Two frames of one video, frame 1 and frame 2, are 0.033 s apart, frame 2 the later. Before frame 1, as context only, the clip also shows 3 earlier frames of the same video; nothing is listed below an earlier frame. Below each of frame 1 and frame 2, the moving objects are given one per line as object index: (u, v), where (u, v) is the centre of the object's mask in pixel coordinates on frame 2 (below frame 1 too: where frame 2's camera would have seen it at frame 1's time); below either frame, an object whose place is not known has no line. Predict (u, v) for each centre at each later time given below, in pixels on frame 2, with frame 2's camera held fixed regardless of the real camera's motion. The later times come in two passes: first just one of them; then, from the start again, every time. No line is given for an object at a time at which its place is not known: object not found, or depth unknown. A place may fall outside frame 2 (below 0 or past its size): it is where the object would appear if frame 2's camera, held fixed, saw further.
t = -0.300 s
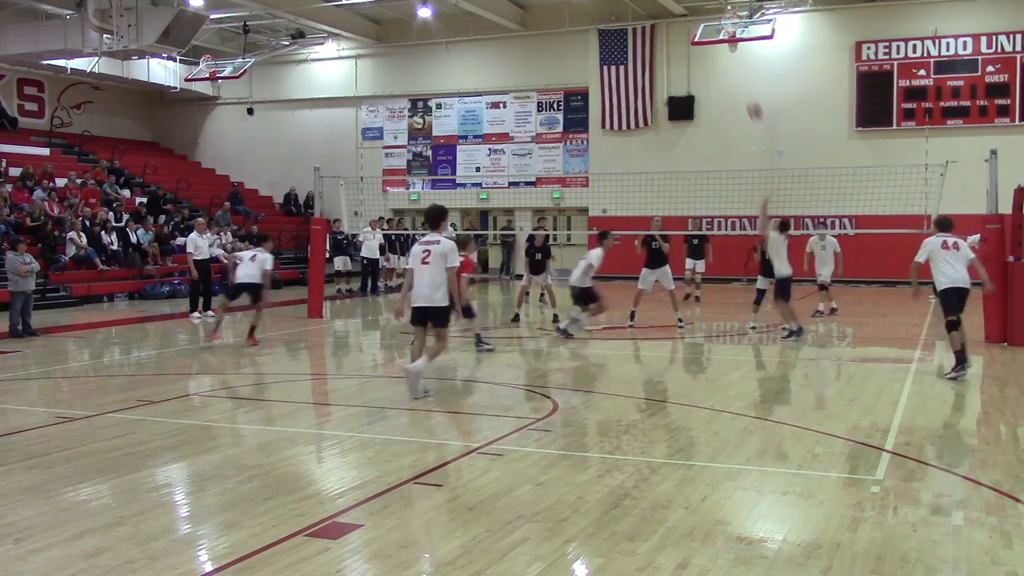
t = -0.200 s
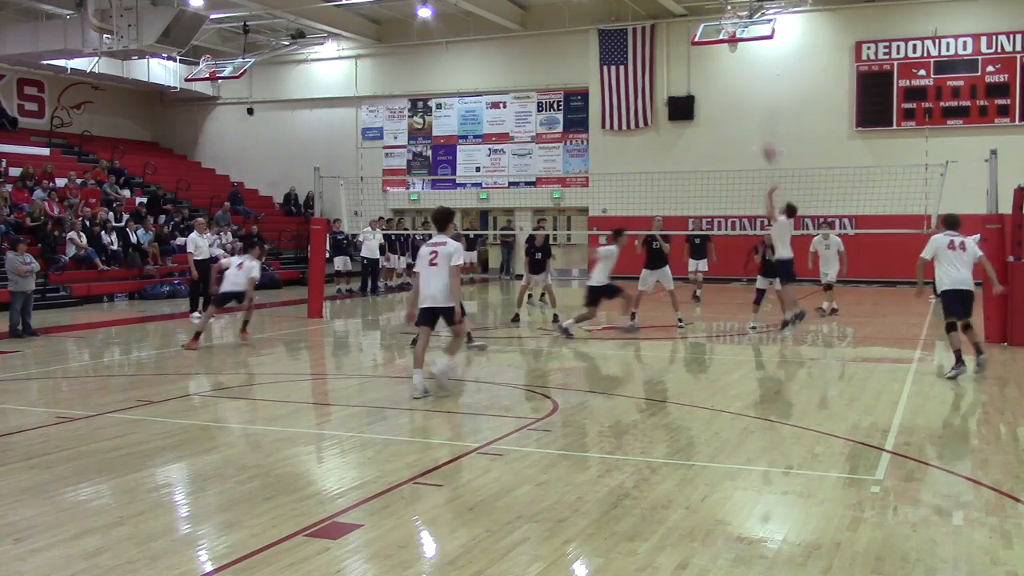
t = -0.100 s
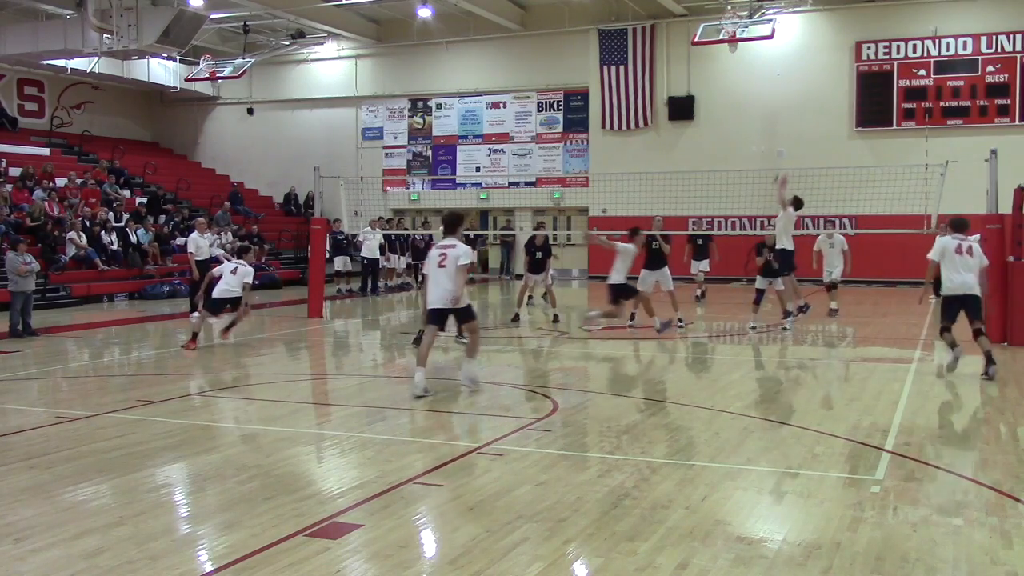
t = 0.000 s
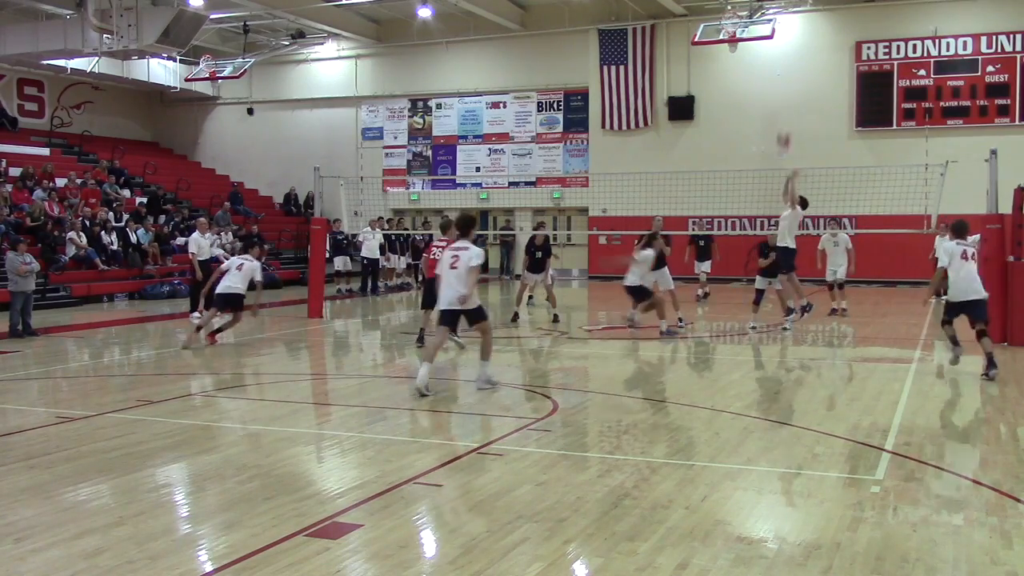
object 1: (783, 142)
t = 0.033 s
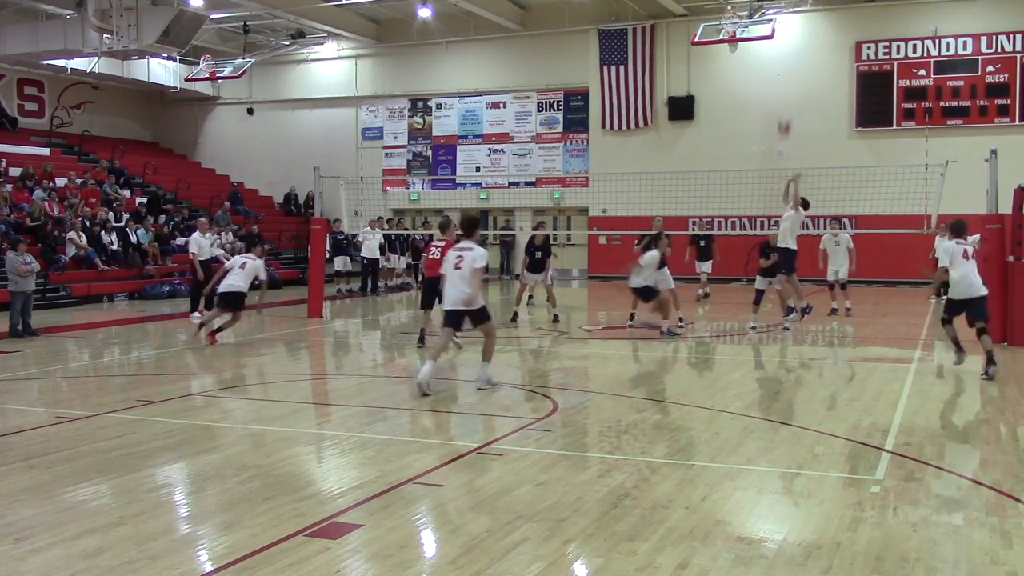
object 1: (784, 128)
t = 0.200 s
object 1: (786, 75)
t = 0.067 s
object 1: (784, 115)
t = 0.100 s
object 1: (785, 104)
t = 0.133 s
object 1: (786, 94)
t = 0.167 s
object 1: (786, 84)
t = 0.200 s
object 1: (786, 75)
